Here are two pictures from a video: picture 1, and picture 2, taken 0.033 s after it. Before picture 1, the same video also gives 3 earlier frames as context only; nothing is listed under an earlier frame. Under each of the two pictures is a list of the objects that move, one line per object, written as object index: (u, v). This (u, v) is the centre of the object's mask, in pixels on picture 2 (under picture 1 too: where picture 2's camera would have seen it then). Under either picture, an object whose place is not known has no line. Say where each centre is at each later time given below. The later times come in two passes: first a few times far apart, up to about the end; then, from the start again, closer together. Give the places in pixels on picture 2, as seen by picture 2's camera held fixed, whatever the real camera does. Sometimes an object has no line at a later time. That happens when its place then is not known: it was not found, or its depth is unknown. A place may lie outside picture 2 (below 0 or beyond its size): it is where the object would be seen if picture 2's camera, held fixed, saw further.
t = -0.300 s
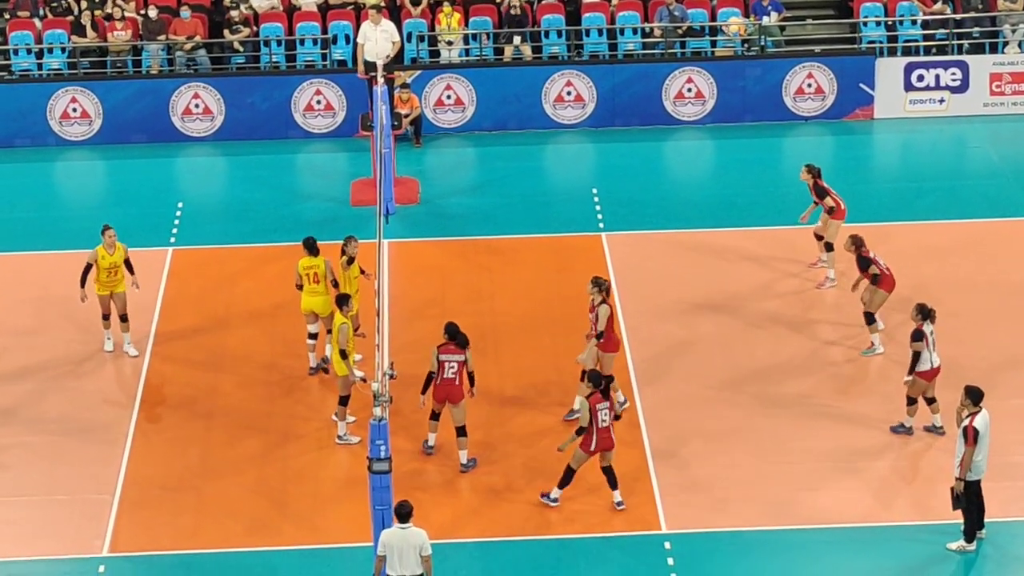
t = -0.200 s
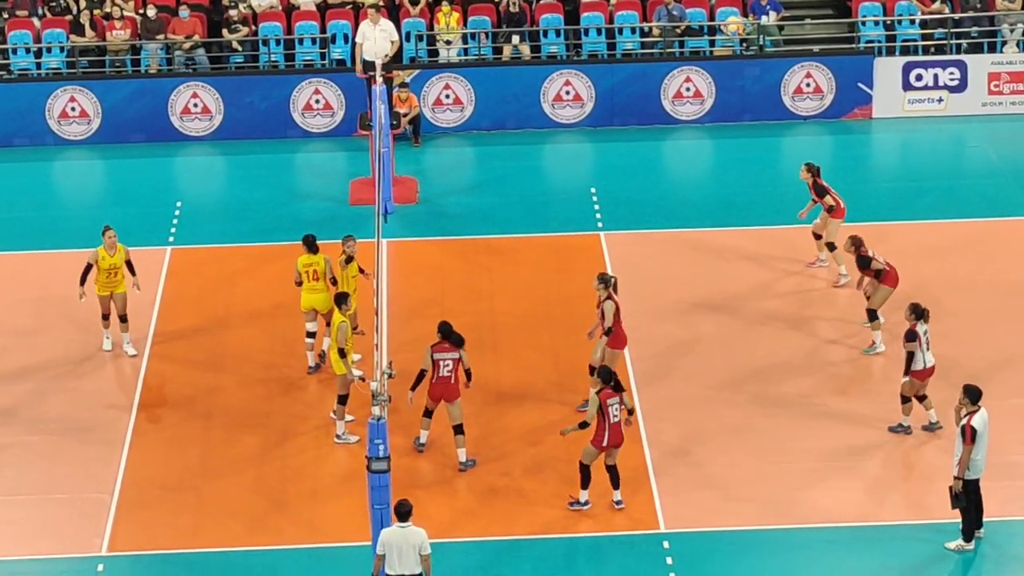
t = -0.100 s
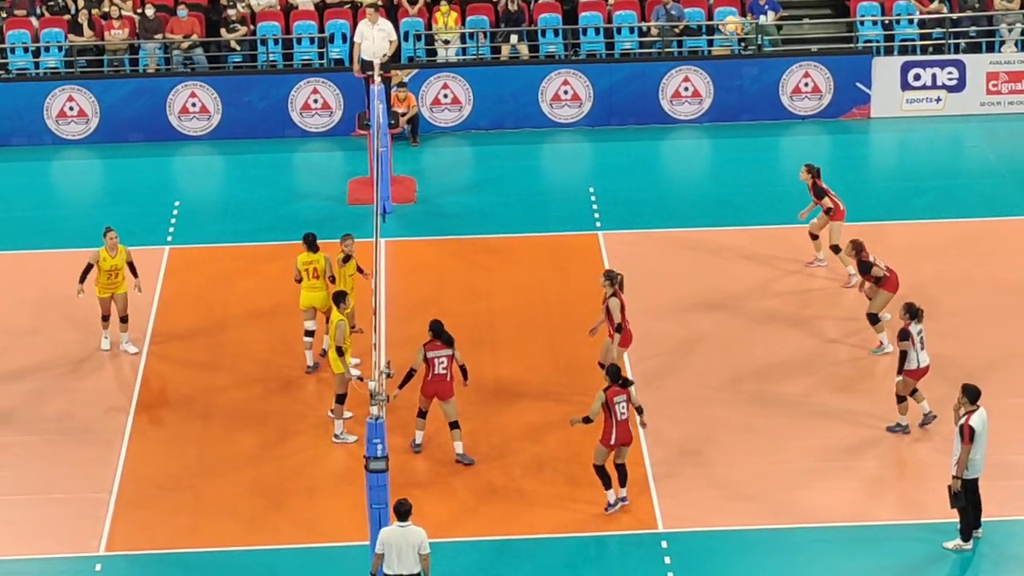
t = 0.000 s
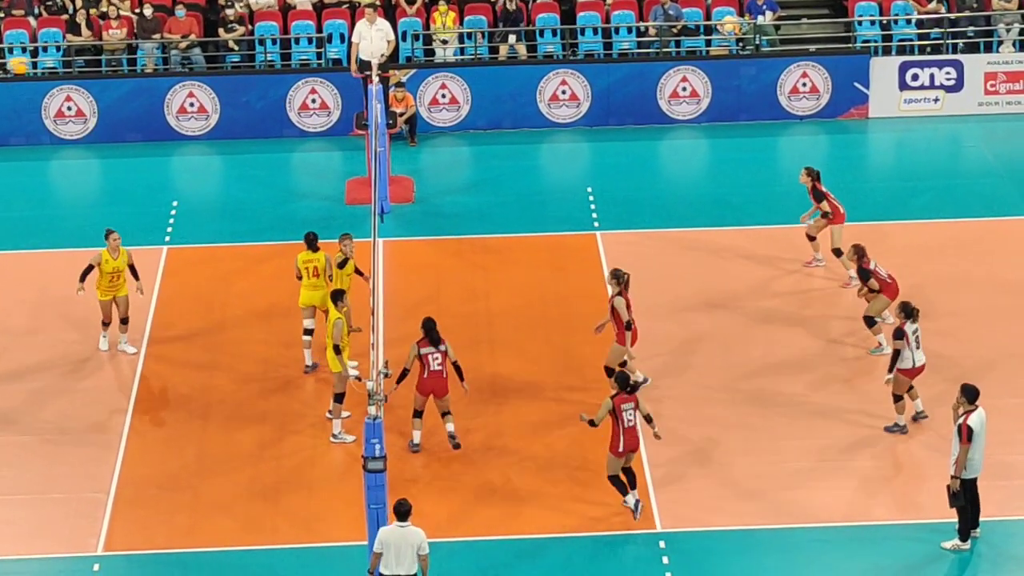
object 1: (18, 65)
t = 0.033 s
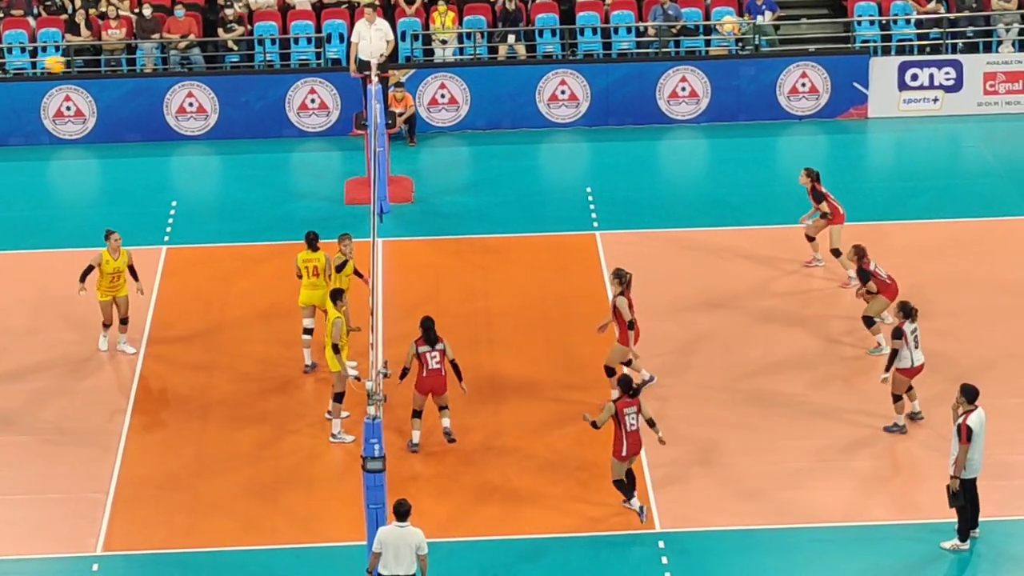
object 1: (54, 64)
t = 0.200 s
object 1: (235, 68)
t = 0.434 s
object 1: (471, 113)
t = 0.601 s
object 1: (623, 169)
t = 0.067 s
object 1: (91, 64)
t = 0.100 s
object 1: (127, 64)
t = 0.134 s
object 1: (164, 65)
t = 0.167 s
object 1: (199, 66)
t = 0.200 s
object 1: (235, 68)
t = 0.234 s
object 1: (270, 72)
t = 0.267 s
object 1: (304, 75)
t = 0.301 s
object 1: (339, 82)
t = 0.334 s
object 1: (371, 88)
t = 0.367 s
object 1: (404, 95)
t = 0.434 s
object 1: (471, 113)
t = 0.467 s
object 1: (501, 122)
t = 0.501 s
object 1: (532, 132)
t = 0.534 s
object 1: (563, 144)
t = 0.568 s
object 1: (593, 156)
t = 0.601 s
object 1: (623, 169)
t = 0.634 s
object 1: (653, 182)
